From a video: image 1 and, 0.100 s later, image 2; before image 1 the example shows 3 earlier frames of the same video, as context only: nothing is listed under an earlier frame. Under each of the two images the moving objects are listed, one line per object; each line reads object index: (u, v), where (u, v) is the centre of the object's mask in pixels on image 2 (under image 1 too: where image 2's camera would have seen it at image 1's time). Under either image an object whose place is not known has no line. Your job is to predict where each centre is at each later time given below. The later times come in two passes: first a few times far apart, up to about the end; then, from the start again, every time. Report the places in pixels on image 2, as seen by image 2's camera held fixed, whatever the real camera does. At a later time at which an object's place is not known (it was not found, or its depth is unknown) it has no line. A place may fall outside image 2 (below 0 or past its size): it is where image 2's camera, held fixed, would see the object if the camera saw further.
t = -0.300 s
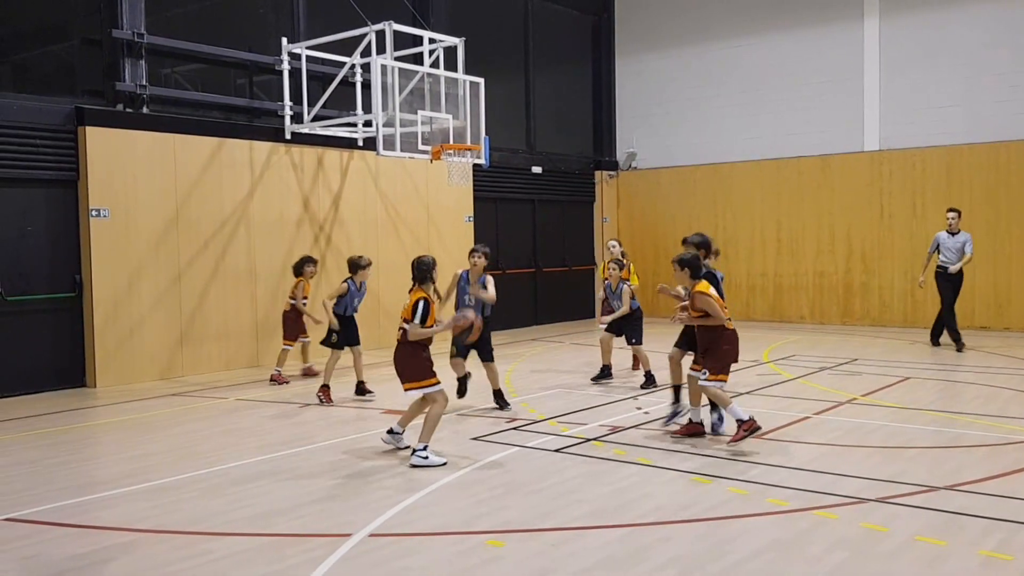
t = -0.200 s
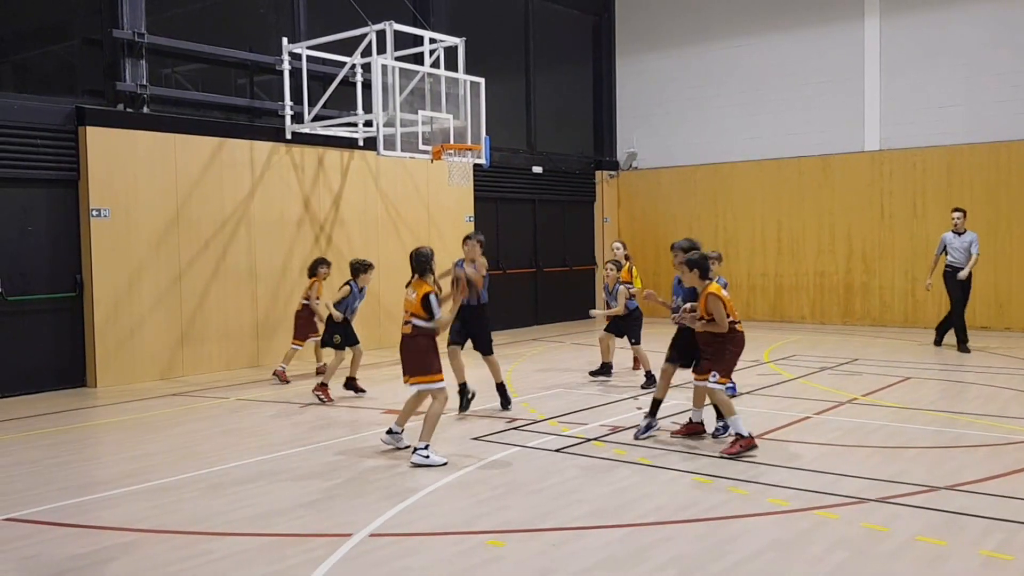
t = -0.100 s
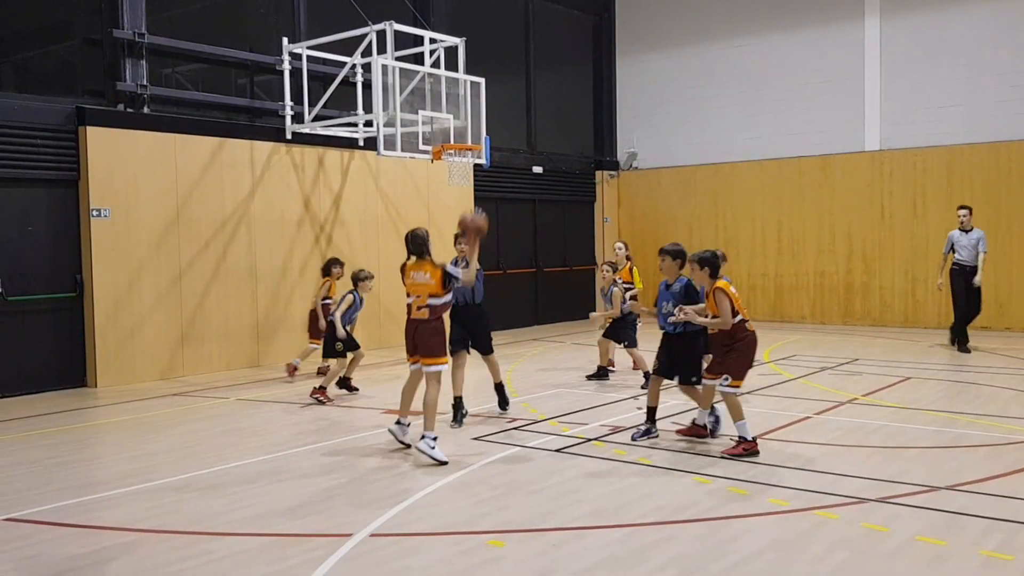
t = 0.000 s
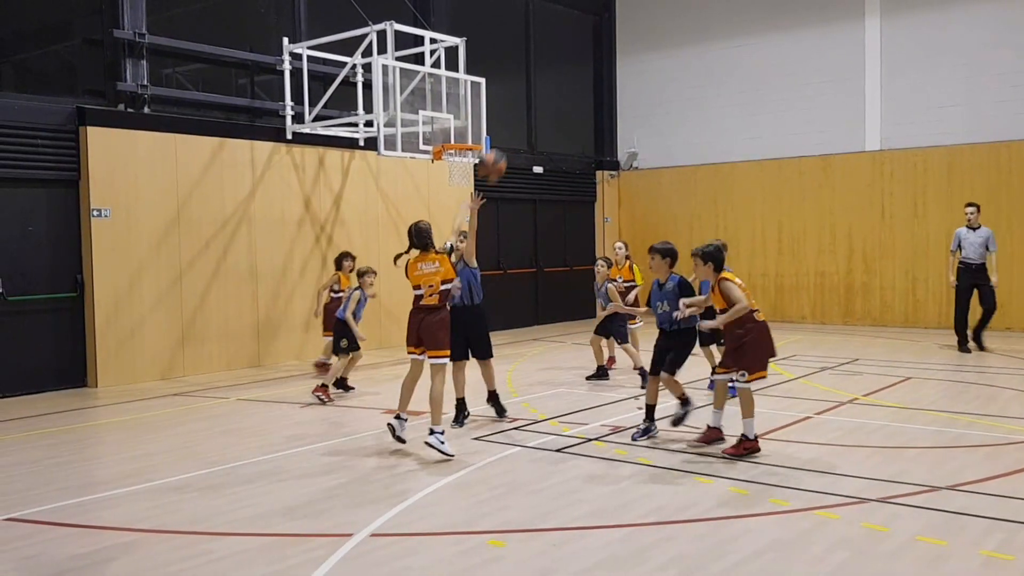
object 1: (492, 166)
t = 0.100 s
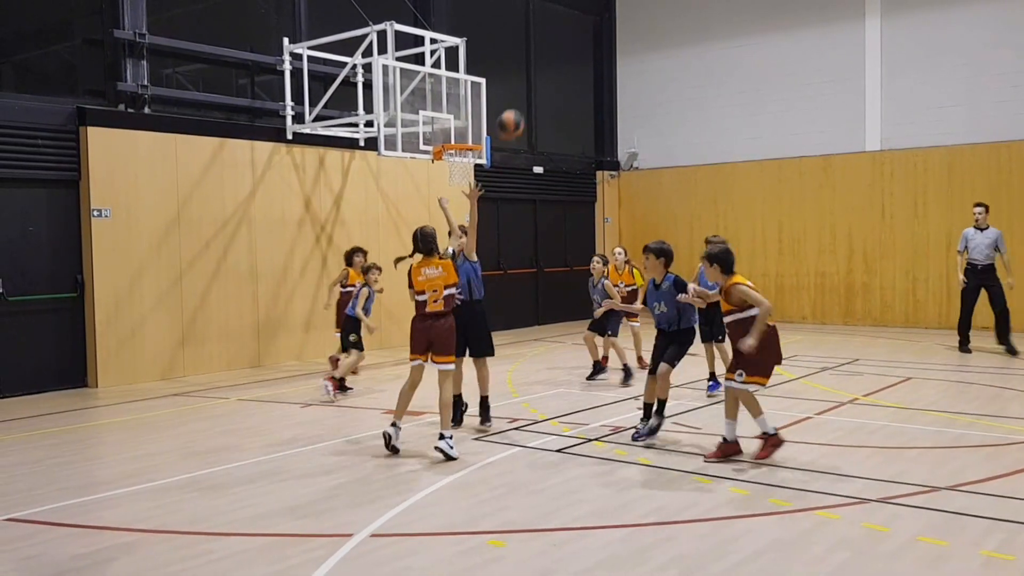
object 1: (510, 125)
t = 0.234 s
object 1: (531, 94)
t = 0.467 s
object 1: (559, 94)
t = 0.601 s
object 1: (572, 117)
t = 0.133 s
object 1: (516, 115)
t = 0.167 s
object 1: (521, 107)
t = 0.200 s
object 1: (526, 100)
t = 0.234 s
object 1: (531, 94)
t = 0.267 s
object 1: (535, 91)
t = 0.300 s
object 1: (540, 89)
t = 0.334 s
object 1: (544, 87)
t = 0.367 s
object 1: (548, 87)
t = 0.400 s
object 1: (552, 88)
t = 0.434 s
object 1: (555, 90)
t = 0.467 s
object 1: (559, 94)
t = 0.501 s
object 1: (563, 98)
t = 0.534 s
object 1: (566, 103)
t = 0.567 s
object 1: (569, 109)
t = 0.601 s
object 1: (572, 117)
